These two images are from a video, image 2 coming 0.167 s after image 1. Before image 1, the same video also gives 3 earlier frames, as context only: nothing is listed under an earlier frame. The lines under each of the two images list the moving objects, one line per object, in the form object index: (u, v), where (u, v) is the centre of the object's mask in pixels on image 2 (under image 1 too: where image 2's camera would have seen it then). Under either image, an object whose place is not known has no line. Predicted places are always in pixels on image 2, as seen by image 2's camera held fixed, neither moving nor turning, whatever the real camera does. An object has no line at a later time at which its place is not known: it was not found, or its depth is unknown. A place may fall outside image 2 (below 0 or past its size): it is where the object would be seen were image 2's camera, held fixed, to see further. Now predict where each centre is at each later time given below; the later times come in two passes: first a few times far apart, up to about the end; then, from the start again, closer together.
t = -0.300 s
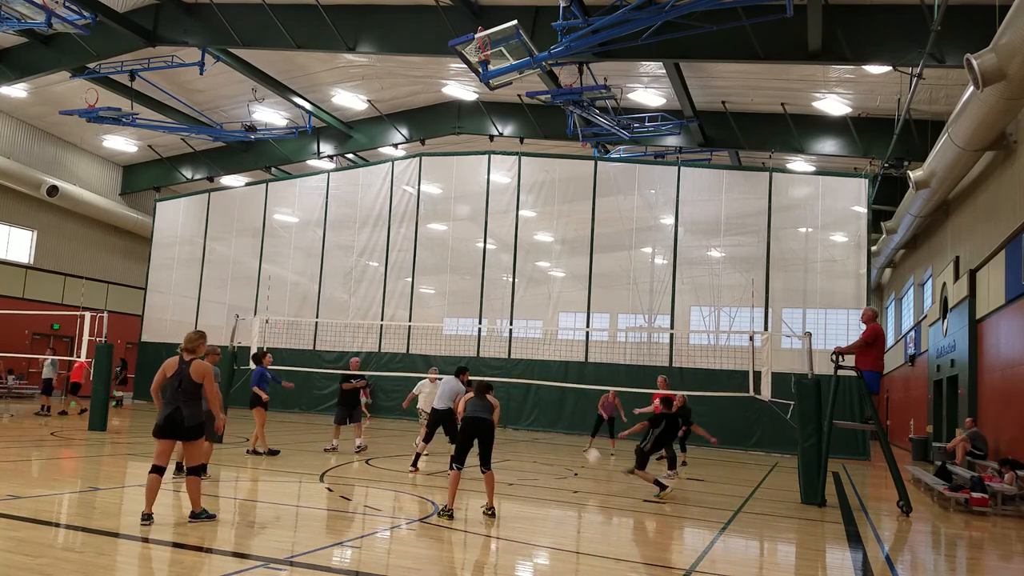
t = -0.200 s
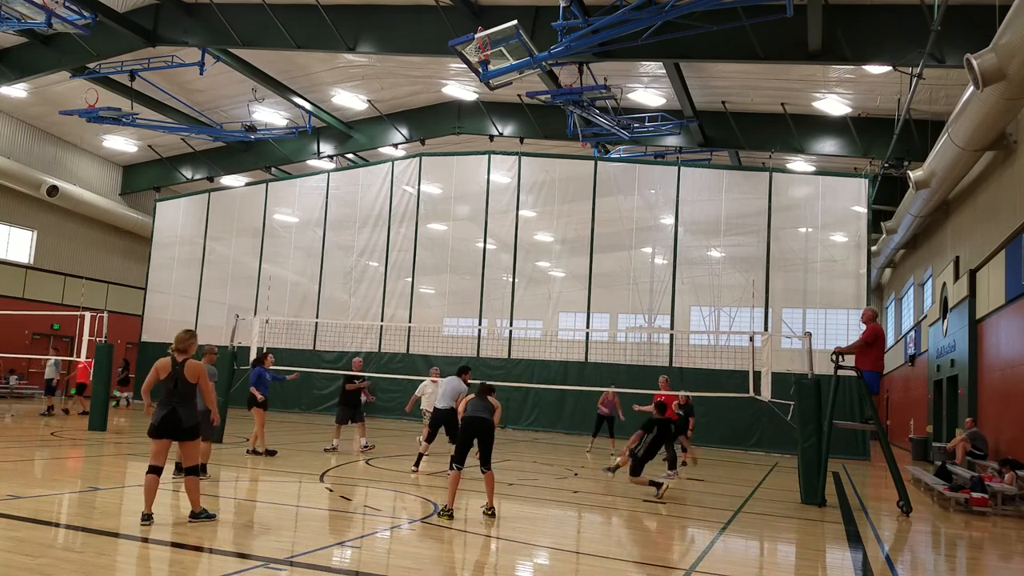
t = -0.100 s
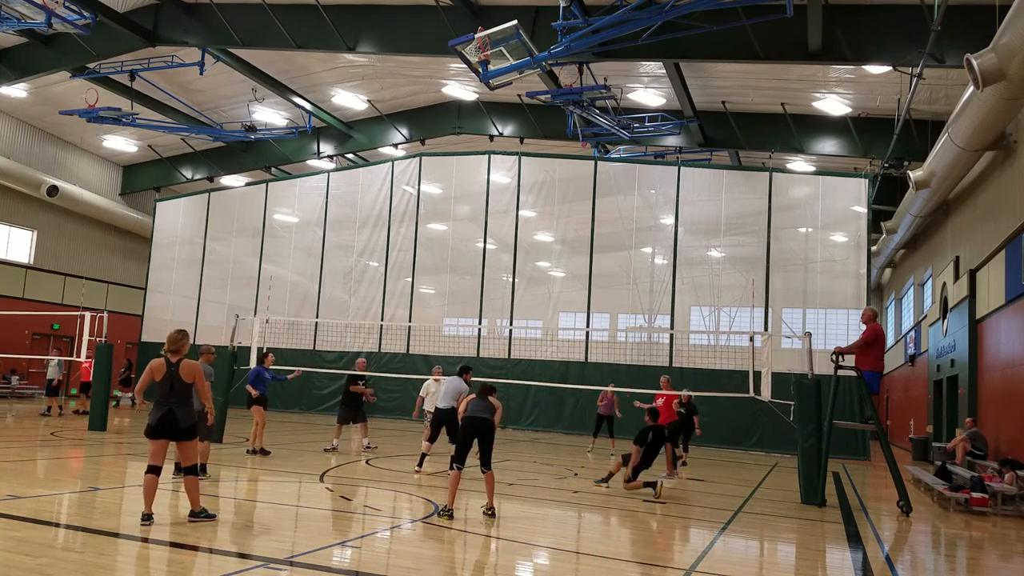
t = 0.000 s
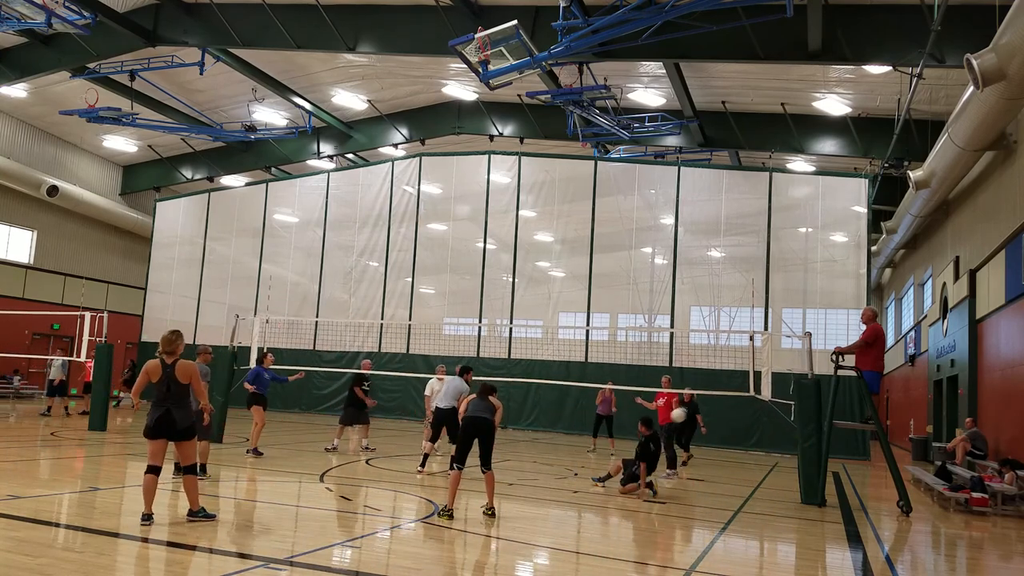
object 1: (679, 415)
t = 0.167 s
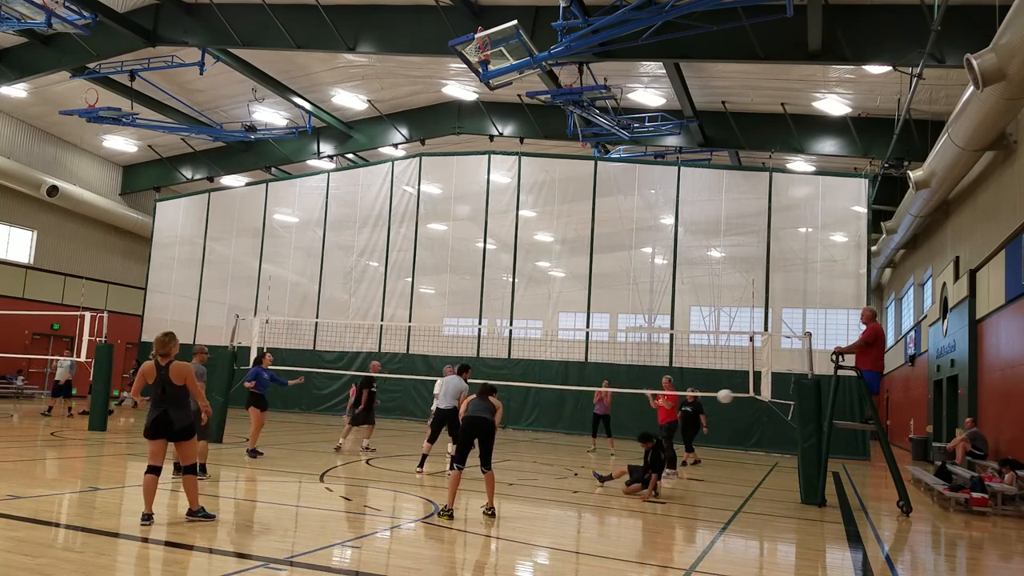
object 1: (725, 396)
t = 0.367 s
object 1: (781, 396)
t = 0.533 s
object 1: (797, 398)
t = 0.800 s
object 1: (808, 431)
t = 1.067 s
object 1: (818, 496)
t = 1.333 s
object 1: (834, 445)
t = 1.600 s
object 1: (848, 444)
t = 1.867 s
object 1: (862, 494)
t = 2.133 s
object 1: (877, 475)
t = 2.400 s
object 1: (891, 474)
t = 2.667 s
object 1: (904, 513)
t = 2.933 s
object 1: (920, 489)
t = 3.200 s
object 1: (934, 521)
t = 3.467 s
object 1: (951, 504)
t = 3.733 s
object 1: (967, 523)
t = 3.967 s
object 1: (983, 518)
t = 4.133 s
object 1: (994, 527)
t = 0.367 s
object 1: (781, 396)
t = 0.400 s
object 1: (790, 399)
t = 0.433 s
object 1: (793, 398)
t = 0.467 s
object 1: (795, 397)
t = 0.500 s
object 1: (796, 397)
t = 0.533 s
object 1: (797, 398)
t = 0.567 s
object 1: (798, 400)
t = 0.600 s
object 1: (799, 402)
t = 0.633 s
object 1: (801, 405)
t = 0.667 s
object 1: (802, 409)
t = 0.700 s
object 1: (804, 413)
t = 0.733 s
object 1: (804, 418)
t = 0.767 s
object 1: (806, 424)
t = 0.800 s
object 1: (808, 431)
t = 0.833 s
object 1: (809, 439)
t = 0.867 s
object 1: (810, 448)
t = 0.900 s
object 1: (811, 457)
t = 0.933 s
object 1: (812, 467)
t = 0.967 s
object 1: (813, 478)
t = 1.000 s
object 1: (814, 490)
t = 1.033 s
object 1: (816, 502)
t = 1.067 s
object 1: (818, 496)
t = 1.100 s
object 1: (819, 486)
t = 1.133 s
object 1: (821, 478)
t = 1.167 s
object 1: (823, 470)
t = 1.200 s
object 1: (825, 464)
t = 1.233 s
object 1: (828, 458)
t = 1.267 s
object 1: (830, 453)
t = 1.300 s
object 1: (832, 448)
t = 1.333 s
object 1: (834, 445)
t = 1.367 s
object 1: (835, 442)
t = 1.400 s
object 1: (837, 440)
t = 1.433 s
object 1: (839, 439)
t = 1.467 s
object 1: (841, 438)
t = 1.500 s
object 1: (843, 438)
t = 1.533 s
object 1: (844, 440)
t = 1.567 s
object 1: (847, 441)
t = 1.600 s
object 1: (848, 444)
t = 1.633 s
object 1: (850, 447)
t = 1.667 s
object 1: (852, 451)
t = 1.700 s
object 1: (854, 456)
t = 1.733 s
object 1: (855, 462)
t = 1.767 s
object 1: (857, 468)
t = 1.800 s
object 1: (859, 476)
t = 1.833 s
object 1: (861, 485)
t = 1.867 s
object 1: (862, 494)
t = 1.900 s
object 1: (864, 504)
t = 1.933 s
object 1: (866, 509)
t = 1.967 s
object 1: (867, 501)
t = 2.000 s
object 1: (869, 494)
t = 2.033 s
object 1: (871, 488)
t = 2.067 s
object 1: (872, 483)
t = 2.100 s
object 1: (875, 478)
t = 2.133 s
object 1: (877, 475)
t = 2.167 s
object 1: (879, 471)
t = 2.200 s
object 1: (880, 469)
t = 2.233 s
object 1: (882, 468)
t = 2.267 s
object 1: (884, 468)
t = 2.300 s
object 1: (886, 468)
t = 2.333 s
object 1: (888, 469)
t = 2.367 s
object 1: (889, 471)
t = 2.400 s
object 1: (891, 474)
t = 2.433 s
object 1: (893, 478)
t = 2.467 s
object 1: (895, 482)
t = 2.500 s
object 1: (896, 488)
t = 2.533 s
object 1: (898, 494)
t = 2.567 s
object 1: (899, 501)
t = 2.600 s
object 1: (901, 509)
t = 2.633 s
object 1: (903, 518)
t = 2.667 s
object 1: (904, 513)
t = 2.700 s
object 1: (906, 507)
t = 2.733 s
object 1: (907, 502)
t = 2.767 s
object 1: (910, 497)
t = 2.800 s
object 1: (912, 493)
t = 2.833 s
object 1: (914, 491)
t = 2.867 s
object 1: (916, 490)
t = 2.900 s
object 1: (918, 489)
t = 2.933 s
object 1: (920, 489)
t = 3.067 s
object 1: (927, 497)
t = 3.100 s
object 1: (929, 501)
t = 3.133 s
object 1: (931, 507)
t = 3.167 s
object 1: (932, 512)
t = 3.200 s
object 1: (934, 521)
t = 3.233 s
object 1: (936, 522)
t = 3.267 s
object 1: (938, 516)
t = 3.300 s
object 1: (940, 511)
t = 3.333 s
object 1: (942, 509)
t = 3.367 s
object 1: (945, 506)
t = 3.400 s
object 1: (947, 505)
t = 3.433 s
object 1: (949, 504)
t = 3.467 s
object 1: (951, 504)
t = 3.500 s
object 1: (953, 505)
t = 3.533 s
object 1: (955, 507)
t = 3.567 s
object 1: (957, 509)
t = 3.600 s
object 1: (959, 513)
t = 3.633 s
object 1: (961, 517)
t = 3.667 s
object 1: (963, 523)
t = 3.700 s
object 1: (965, 528)
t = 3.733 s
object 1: (967, 523)
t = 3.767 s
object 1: (969, 519)
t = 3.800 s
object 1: (972, 516)
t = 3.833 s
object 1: (974, 515)
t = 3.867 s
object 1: (976, 515)
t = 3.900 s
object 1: (979, 515)
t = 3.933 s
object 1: (981, 516)
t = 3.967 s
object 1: (983, 518)
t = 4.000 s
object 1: (985, 520)
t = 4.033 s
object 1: (987, 524)
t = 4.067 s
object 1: (989, 530)
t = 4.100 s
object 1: (991, 531)
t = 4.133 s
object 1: (994, 527)
